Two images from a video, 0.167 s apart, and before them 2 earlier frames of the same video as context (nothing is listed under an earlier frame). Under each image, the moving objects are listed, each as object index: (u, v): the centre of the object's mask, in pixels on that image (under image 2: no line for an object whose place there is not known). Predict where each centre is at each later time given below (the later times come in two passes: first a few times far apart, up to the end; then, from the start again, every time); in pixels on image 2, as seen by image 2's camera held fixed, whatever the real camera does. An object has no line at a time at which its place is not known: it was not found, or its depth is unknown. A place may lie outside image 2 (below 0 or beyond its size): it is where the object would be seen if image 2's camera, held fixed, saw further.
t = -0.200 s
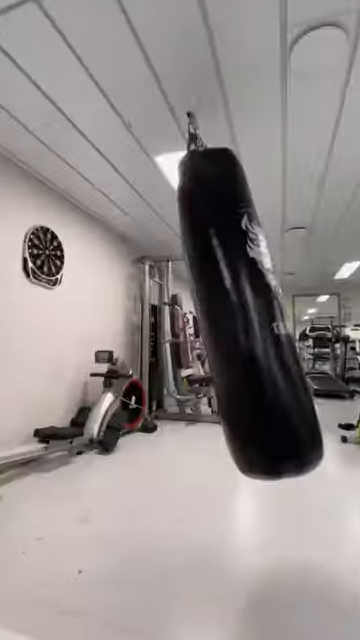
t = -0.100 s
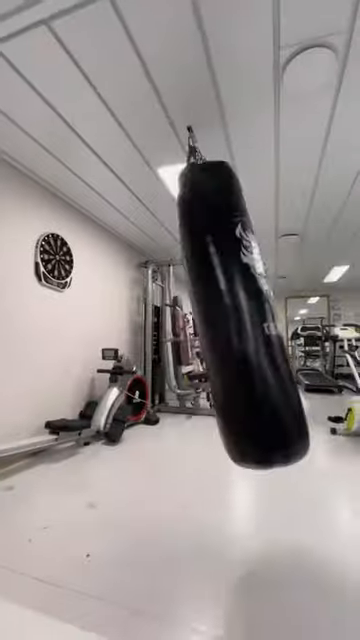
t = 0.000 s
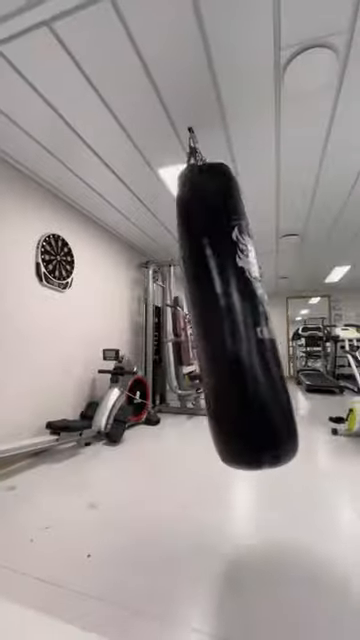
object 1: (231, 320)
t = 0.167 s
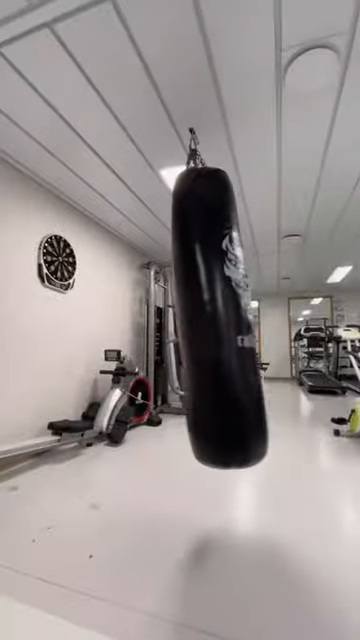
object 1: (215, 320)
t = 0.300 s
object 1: (200, 318)
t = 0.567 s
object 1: (174, 309)
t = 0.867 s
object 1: (162, 300)
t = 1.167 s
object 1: (166, 301)
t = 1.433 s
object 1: (184, 310)
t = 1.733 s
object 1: (215, 321)
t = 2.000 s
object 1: (239, 325)
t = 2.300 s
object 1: (237, 326)
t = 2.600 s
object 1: (206, 322)
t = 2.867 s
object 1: (179, 313)
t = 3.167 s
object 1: (164, 302)
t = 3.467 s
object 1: (166, 301)
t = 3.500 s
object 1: (167, 302)
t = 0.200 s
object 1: (211, 320)
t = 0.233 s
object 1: (207, 319)
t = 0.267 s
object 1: (203, 319)
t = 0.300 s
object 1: (200, 318)
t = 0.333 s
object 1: (196, 317)
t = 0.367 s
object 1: (192, 316)
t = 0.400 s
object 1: (189, 315)
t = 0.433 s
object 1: (186, 314)
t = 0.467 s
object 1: (182, 313)
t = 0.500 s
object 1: (180, 311)
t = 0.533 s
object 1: (177, 310)
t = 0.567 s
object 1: (174, 309)
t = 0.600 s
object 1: (172, 307)
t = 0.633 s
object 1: (170, 306)
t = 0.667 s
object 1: (168, 305)
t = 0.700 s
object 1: (166, 305)
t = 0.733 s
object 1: (165, 303)
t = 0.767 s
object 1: (163, 307)
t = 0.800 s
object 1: (162, 306)
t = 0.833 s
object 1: (161, 305)
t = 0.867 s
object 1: (162, 300)
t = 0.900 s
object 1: (161, 300)
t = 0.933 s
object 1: (161, 300)
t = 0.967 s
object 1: (160, 305)
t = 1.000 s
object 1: (160, 304)
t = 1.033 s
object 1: (162, 299)
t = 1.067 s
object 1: (163, 300)
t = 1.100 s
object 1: (164, 300)
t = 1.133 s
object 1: (165, 300)
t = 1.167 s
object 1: (166, 301)
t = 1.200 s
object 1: (168, 302)
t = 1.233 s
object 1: (169, 304)
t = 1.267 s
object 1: (172, 303)
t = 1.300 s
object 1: (174, 306)
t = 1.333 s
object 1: (176, 306)
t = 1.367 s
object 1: (179, 307)
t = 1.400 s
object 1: (181, 309)
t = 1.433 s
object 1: (184, 310)
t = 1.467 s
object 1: (187, 312)
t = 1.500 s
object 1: (190, 313)
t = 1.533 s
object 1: (194, 315)
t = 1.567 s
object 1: (197, 316)
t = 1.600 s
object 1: (200, 318)
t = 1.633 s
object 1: (204, 319)
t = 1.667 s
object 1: (208, 319)
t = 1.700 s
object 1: (211, 320)
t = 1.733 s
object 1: (215, 321)
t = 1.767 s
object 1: (219, 321)
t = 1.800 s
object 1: (223, 322)
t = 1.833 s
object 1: (226, 323)
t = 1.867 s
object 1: (229, 323)
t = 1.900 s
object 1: (232, 324)
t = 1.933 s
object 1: (235, 324)
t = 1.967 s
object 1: (237, 325)
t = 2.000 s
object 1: (239, 325)
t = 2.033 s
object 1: (241, 325)
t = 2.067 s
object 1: (242, 325)
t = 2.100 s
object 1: (242, 325)
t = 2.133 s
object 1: (242, 325)
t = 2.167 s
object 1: (242, 326)
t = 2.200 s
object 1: (242, 326)
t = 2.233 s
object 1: (241, 326)
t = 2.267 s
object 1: (239, 326)
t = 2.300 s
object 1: (237, 326)
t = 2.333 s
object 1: (235, 326)
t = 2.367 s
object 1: (232, 326)
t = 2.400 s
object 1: (229, 326)
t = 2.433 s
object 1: (226, 326)
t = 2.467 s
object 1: (222, 325)
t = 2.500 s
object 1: (218, 325)
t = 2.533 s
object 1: (214, 324)
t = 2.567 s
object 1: (210, 324)
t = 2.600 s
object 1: (206, 322)
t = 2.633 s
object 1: (202, 322)
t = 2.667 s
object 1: (198, 321)
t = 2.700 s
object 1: (195, 319)
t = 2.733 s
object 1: (191, 318)
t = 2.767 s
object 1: (188, 317)
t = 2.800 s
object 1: (185, 316)
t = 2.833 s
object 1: (182, 314)
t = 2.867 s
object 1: (179, 313)
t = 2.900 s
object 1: (177, 311)
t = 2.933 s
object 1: (175, 309)
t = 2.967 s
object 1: (172, 308)
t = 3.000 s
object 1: (170, 306)
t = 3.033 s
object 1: (169, 306)
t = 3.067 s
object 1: (167, 305)
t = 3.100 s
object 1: (166, 304)
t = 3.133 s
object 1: (165, 302)
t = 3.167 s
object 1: (164, 302)
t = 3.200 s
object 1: (163, 302)
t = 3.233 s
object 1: (162, 306)
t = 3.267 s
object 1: (163, 300)
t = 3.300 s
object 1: (162, 305)
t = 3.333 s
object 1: (162, 305)
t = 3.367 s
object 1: (162, 305)
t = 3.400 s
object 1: (163, 305)
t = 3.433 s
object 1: (165, 300)
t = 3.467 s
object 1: (166, 301)
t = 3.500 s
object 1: (167, 302)
